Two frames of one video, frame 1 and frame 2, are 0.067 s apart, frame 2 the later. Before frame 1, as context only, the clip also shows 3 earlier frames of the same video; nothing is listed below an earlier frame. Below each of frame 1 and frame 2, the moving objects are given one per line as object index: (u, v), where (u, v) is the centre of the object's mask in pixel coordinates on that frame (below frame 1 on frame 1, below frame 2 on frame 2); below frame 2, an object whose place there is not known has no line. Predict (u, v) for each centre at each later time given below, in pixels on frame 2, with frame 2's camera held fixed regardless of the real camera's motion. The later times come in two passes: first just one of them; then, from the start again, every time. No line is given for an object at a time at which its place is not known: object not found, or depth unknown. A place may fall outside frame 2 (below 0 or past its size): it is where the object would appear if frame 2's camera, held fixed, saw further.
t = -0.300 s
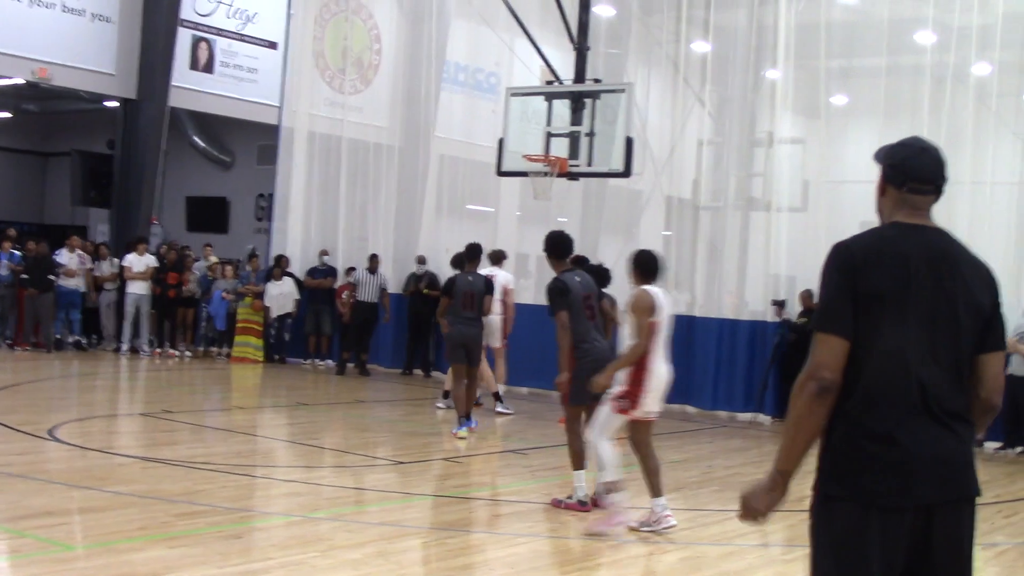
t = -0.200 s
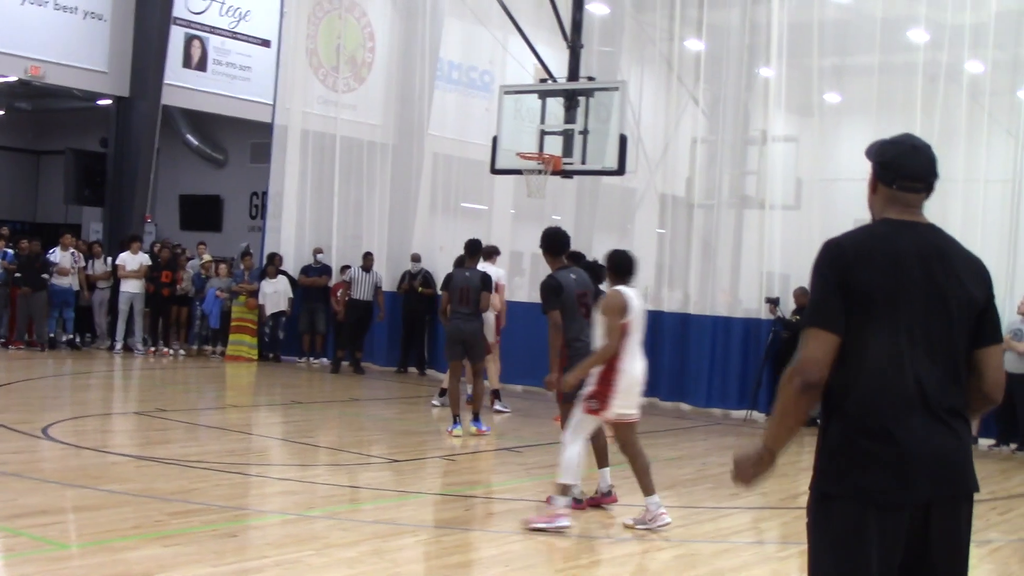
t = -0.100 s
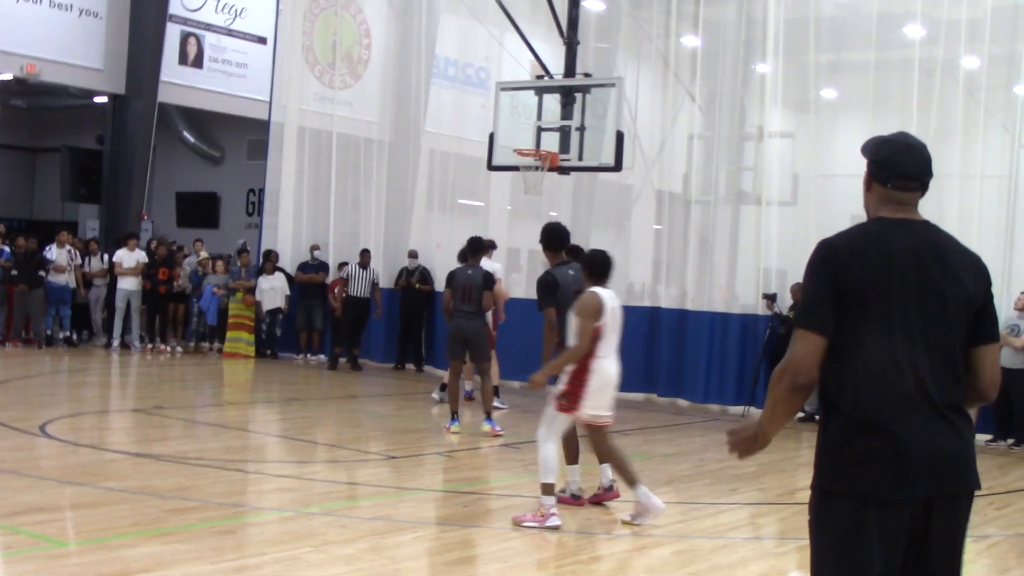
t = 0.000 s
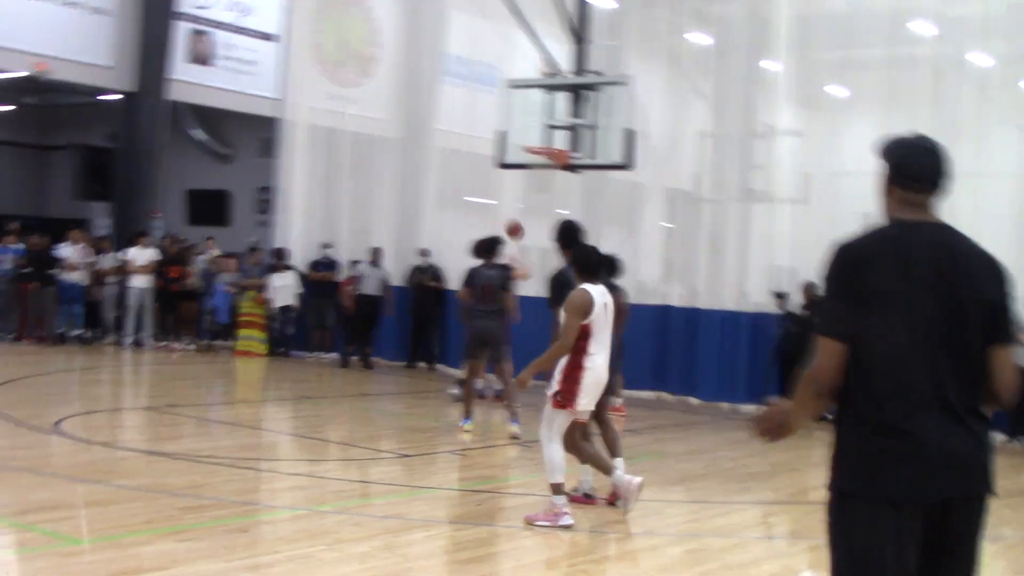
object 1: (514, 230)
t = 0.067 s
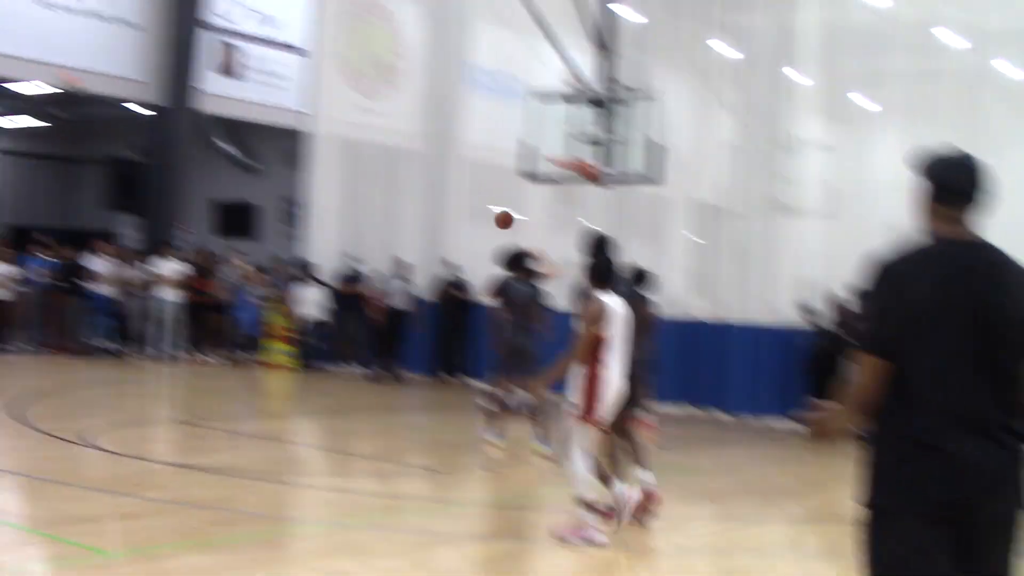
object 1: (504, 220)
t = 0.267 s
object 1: (391, 170)
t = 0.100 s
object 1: (488, 211)
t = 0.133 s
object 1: (468, 200)
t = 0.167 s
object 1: (449, 192)
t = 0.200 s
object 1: (431, 184)
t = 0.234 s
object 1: (412, 177)
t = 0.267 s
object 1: (391, 170)
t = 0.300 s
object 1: (372, 164)
